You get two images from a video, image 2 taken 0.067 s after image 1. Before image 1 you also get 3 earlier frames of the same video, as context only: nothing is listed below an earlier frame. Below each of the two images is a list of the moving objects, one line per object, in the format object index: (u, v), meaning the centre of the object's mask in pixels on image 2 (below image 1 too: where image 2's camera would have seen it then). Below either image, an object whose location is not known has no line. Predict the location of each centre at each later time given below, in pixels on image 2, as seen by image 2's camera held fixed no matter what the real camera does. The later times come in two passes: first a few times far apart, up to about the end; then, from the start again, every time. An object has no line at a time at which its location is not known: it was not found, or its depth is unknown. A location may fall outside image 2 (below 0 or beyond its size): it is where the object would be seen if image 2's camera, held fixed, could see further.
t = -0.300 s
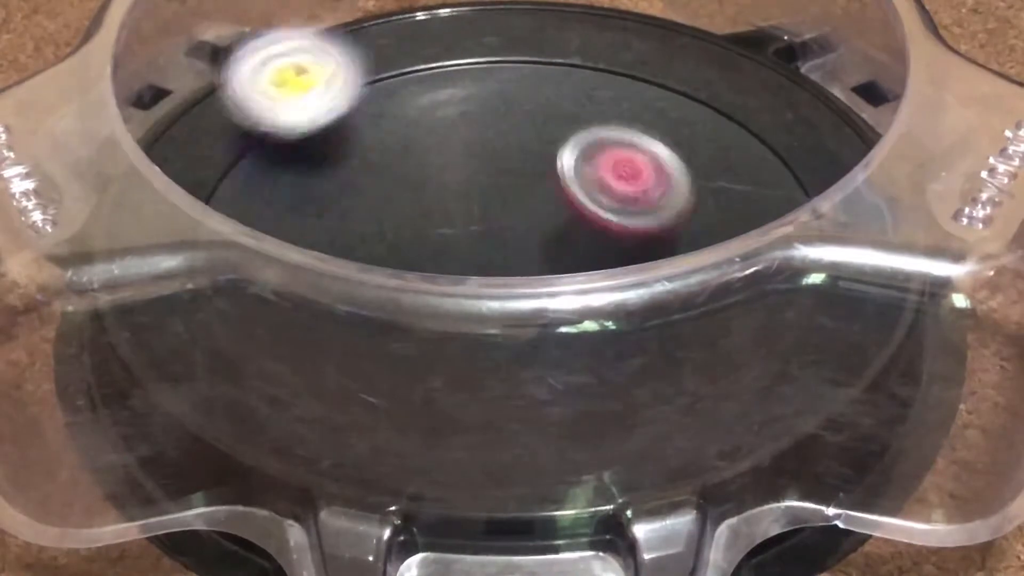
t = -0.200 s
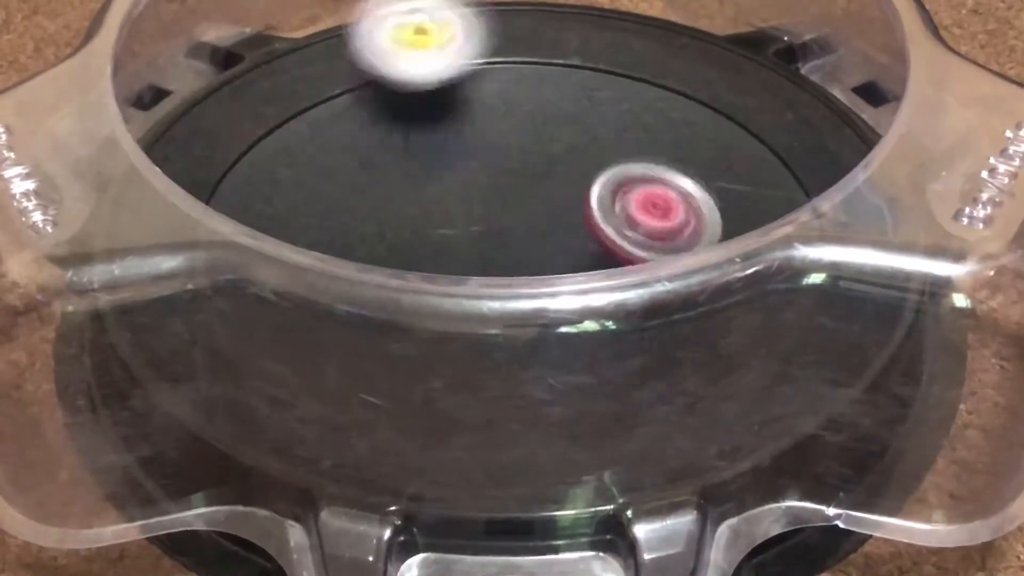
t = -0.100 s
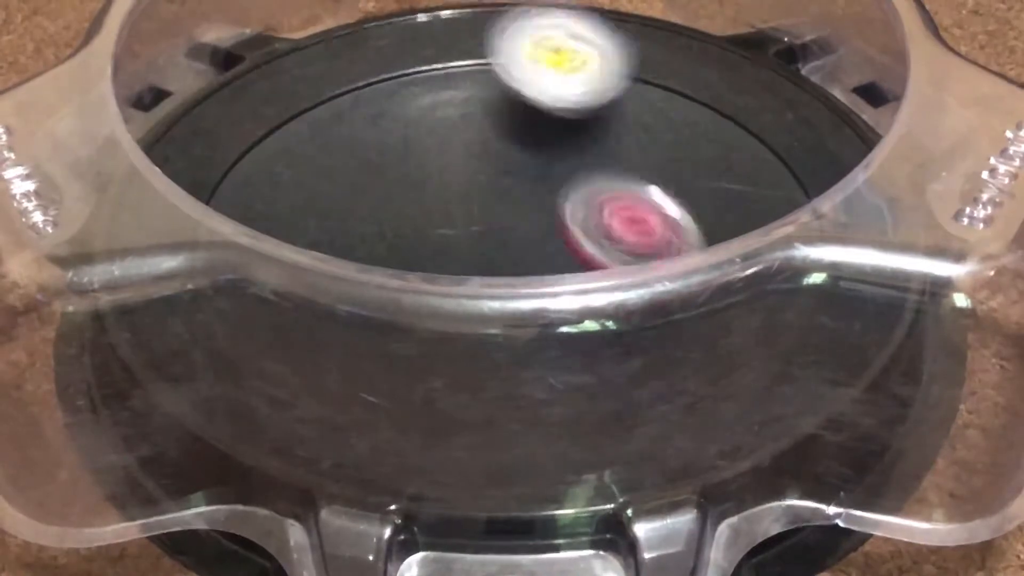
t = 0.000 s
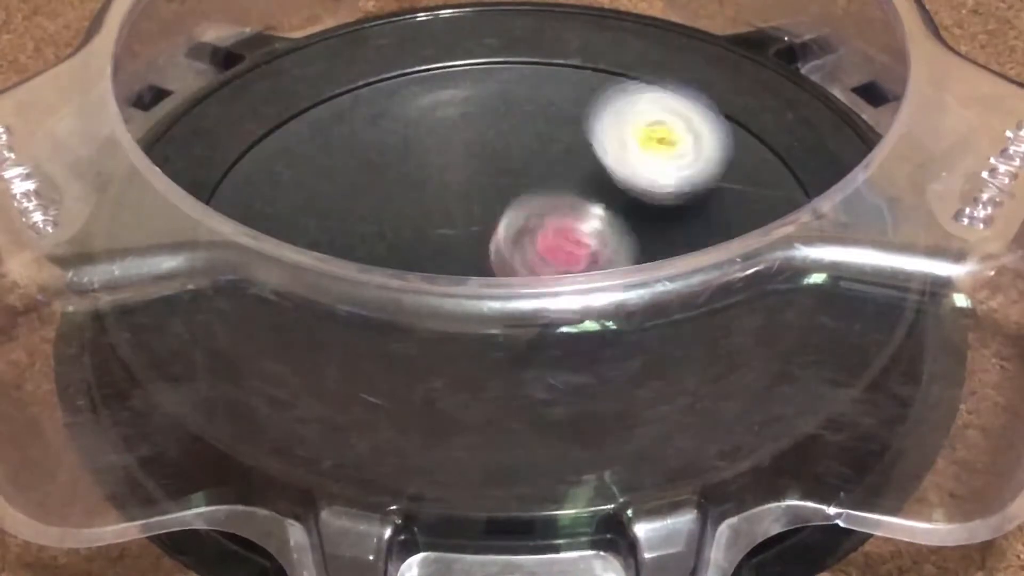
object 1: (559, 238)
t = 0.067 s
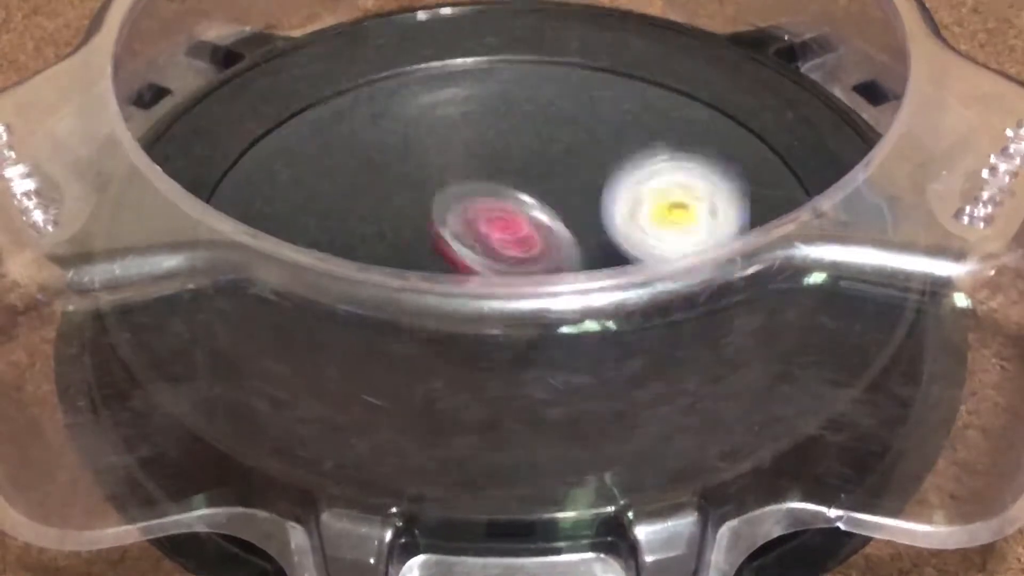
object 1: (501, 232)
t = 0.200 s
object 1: (393, 233)
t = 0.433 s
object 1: (400, 184)
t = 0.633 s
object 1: (514, 178)
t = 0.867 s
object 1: (601, 237)
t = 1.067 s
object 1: (547, 354)
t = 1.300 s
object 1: (427, 253)
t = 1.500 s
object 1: (421, 119)
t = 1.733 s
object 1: (553, 12)
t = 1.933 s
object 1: (632, 12)
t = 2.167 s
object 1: (609, 163)
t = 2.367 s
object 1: (500, 249)
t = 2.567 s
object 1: (424, 232)
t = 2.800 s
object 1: (664, 178)
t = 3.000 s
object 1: (745, 160)
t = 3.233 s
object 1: (725, 209)
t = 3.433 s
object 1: (614, 252)
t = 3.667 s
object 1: (445, 241)
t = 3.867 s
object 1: (685, 202)
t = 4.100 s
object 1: (682, 224)
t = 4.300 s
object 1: (712, 283)
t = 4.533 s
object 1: (577, 254)
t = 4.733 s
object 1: (691, 317)
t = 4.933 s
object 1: (646, 331)
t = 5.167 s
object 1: (512, 226)
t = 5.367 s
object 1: (625, 228)
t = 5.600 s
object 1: (615, 231)
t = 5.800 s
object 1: (581, 209)
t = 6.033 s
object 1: (519, 197)
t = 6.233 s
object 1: (449, 115)
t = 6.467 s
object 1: (498, 158)
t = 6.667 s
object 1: (463, 225)
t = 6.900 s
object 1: (390, 237)
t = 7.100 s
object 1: (457, 245)
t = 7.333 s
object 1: (525, 244)
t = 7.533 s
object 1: (534, 221)
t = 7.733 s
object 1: (551, 203)
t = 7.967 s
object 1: (558, 216)
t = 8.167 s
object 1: (540, 230)
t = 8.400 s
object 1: (532, 227)
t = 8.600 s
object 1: (586, 202)
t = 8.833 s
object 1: (586, 187)
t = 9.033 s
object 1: (531, 212)
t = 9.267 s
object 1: (518, 231)
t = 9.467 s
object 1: (523, 245)
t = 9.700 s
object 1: (536, 255)
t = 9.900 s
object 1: (560, 254)
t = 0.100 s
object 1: (474, 217)
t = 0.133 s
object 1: (443, 212)
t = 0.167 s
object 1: (416, 227)
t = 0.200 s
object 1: (393, 233)
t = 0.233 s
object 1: (383, 227)
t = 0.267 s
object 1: (375, 217)
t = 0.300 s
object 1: (370, 208)
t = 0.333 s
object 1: (371, 195)
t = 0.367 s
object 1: (376, 193)
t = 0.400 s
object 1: (386, 183)
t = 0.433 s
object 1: (400, 184)
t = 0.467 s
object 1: (415, 172)
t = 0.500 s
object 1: (433, 182)
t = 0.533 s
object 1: (452, 179)
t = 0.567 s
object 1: (470, 172)
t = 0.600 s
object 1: (491, 185)
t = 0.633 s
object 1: (514, 178)
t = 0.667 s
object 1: (534, 183)
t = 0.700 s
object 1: (556, 205)
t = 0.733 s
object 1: (569, 189)
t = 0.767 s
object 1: (581, 188)
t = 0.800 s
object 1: (593, 209)
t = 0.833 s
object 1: (600, 224)
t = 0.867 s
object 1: (601, 237)
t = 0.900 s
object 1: (606, 272)
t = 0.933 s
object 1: (604, 300)
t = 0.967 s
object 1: (598, 331)
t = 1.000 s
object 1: (586, 344)
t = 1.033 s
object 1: (568, 356)
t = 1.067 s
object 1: (547, 354)
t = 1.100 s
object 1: (525, 356)
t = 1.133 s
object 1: (499, 355)
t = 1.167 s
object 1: (473, 347)
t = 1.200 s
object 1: (453, 336)
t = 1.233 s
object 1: (439, 329)
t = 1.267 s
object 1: (422, 301)
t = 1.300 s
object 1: (427, 253)
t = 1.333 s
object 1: (416, 236)
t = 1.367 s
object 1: (410, 210)
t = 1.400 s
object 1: (408, 194)
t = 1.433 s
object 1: (410, 155)
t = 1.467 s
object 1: (416, 126)
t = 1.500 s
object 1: (421, 119)
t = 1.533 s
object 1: (434, 95)
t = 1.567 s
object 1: (452, 79)
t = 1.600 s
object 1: (468, 61)
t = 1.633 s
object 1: (487, 36)
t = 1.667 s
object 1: (510, 25)
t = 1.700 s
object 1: (527, 17)
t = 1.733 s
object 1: (553, 12)
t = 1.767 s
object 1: (581, 19)
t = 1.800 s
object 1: (600, 19)
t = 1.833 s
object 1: (614, 16)
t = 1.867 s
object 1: (626, 8)
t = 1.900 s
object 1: (629, 13)
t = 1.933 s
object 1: (632, 12)
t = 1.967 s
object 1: (636, 22)
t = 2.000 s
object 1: (638, 30)
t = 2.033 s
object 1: (636, 31)
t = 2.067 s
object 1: (638, 47)
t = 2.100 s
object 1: (633, 102)
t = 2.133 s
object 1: (622, 136)
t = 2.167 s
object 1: (609, 163)
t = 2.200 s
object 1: (593, 208)
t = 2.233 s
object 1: (573, 226)
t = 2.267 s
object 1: (558, 238)
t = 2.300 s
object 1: (539, 245)
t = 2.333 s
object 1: (522, 245)
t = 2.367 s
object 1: (500, 249)
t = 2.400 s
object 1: (486, 240)
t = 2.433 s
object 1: (473, 240)
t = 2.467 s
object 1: (453, 271)
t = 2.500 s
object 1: (446, 240)
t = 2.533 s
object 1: (435, 238)
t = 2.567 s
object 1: (424, 232)
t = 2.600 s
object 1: (414, 225)
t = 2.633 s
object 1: (420, 210)
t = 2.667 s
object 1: (472, 205)
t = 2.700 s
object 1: (527, 205)
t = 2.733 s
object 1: (577, 197)
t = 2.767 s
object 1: (624, 182)
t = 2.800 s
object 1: (664, 178)
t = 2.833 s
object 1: (698, 165)
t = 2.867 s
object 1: (726, 160)
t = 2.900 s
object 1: (744, 157)
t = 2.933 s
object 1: (753, 155)
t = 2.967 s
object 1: (756, 163)
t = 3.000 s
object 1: (745, 160)
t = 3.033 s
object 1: (730, 173)
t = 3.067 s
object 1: (708, 185)
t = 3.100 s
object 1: (684, 196)
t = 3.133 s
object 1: (697, 196)
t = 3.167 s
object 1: (716, 194)
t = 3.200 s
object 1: (723, 206)
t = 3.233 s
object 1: (725, 209)
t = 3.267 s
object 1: (719, 214)
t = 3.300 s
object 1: (707, 224)
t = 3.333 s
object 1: (689, 234)
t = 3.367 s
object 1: (667, 240)
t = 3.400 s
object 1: (641, 248)
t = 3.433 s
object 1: (614, 252)
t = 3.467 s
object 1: (584, 256)
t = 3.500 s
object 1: (554, 258)
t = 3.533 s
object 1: (526, 258)
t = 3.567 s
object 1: (499, 257)
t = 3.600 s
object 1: (474, 254)
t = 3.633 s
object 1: (459, 248)
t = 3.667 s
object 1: (445, 241)
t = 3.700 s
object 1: (486, 238)
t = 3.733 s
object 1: (536, 234)
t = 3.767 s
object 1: (585, 229)
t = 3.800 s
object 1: (625, 220)
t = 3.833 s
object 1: (659, 210)
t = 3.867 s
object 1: (685, 202)
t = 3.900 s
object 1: (702, 198)
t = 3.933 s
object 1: (715, 197)
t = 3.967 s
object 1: (721, 199)
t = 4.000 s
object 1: (721, 203)
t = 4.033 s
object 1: (713, 209)
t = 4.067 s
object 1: (700, 216)
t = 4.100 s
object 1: (682, 224)
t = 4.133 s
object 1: (662, 231)
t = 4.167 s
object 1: (642, 236)
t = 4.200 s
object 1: (631, 240)
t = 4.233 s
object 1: (658, 243)
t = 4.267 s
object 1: (698, 279)
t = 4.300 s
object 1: (712, 283)
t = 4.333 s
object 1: (716, 284)
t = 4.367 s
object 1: (710, 287)
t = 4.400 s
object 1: (699, 299)
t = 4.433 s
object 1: (671, 322)
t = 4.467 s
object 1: (627, 254)
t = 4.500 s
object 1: (603, 255)
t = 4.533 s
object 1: (577, 254)
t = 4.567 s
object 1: (551, 251)
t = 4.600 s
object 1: (548, 252)
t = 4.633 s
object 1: (604, 294)
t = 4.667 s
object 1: (644, 316)
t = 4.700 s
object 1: (672, 316)
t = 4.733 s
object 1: (691, 317)
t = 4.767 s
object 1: (701, 317)
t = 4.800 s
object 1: (701, 315)
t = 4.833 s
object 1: (693, 315)
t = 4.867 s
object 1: (680, 315)
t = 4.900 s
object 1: (663, 320)
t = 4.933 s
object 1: (646, 331)
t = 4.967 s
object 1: (615, 301)
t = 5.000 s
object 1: (593, 258)
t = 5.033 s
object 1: (574, 255)
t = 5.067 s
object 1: (556, 251)
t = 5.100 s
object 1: (538, 244)
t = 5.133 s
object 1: (523, 236)
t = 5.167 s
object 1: (512, 226)
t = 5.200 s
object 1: (528, 223)
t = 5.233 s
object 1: (556, 224)
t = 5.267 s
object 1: (579, 226)
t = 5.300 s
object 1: (598, 226)
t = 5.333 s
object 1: (614, 227)
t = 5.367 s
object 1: (625, 228)
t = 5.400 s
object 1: (631, 228)
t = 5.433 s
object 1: (635, 229)
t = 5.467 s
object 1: (635, 230)
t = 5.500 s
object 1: (633, 230)
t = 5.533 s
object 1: (628, 231)
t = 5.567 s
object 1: (622, 231)
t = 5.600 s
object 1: (615, 231)
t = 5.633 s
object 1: (607, 230)
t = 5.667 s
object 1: (605, 227)
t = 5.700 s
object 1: (601, 223)
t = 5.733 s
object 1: (595, 220)
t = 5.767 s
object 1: (589, 215)
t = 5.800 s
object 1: (581, 209)
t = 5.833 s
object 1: (572, 206)
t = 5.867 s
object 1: (563, 203)
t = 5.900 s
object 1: (554, 199)
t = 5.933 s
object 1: (544, 199)
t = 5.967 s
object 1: (535, 199)
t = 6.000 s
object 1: (527, 198)
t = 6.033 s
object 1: (519, 197)
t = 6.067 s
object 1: (508, 194)
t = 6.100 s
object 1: (488, 175)
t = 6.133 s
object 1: (475, 154)
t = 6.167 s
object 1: (461, 136)
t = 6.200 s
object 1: (452, 123)
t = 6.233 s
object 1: (449, 115)
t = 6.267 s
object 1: (447, 112)
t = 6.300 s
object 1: (449, 117)
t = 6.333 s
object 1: (454, 120)
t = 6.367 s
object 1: (465, 127)
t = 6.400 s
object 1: (477, 138)
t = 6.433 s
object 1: (487, 146)
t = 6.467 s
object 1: (498, 158)
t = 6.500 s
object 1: (508, 172)
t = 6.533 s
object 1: (516, 181)
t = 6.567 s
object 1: (521, 194)
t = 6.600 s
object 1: (522, 210)
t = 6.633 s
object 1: (492, 215)
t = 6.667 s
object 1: (463, 225)
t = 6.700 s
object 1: (434, 234)
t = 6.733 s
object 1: (414, 234)
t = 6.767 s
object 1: (401, 239)
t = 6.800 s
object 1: (393, 235)
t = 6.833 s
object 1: (388, 238)
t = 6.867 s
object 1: (387, 236)
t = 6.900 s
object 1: (390, 237)
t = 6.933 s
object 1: (395, 238)
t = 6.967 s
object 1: (404, 237)
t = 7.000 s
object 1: (416, 240)
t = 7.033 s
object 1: (425, 240)
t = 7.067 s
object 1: (443, 243)
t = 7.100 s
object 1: (457, 245)
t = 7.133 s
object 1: (467, 247)
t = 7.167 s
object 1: (479, 248)
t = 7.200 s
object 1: (489, 249)
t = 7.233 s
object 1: (499, 249)
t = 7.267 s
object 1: (509, 248)
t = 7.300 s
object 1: (517, 246)
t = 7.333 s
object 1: (525, 244)
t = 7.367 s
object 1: (530, 241)
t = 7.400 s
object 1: (534, 239)
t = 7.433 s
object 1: (535, 233)
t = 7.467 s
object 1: (537, 230)
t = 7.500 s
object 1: (535, 225)
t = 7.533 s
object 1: (534, 221)
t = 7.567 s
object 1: (530, 215)
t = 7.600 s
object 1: (530, 212)
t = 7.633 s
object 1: (529, 208)
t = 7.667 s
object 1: (535, 205)
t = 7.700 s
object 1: (543, 204)
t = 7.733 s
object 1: (551, 203)
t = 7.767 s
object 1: (556, 204)
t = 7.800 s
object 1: (561, 203)
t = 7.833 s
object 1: (561, 207)
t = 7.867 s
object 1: (563, 208)
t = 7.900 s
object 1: (562, 212)
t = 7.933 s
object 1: (560, 215)
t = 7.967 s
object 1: (558, 216)
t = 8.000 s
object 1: (554, 220)
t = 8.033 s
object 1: (553, 220)
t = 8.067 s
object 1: (548, 223)
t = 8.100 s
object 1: (547, 226)
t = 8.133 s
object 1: (542, 227)
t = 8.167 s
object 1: (540, 230)
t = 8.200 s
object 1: (536, 229)
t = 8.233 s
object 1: (533, 232)
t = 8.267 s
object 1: (530, 232)
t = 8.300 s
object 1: (527, 230)
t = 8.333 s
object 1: (523, 233)
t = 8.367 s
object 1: (526, 227)
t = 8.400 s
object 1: (532, 227)
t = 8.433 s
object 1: (537, 227)
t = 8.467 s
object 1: (539, 218)
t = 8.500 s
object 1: (545, 219)
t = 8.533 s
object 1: (562, 212)
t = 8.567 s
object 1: (576, 204)
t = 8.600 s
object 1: (586, 202)
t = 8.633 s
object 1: (592, 198)
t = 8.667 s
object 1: (595, 190)
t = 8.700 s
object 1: (598, 187)
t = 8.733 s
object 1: (596, 189)
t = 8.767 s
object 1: (592, 188)
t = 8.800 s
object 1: (589, 185)
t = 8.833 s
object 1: (586, 187)
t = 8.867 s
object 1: (577, 194)
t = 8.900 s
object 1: (568, 196)
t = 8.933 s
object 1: (562, 199)
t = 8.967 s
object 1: (554, 203)
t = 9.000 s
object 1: (543, 209)
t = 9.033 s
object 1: (531, 212)
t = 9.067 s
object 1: (525, 212)
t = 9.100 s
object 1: (521, 215)
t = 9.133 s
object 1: (520, 221)
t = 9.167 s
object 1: (521, 224)
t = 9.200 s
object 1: (521, 227)
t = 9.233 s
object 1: (519, 228)
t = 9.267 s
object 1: (518, 231)
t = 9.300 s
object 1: (521, 235)
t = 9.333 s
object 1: (524, 237)
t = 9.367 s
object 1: (527, 238)
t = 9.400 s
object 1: (527, 241)
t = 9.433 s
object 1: (526, 242)
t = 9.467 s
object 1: (523, 245)
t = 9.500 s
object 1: (520, 248)
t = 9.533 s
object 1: (521, 251)
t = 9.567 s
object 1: (519, 252)
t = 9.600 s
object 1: (527, 255)
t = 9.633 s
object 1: (530, 254)
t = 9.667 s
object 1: (535, 255)
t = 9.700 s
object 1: (536, 255)
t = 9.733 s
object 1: (542, 256)
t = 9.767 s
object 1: (550, 255)
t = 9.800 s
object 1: (554, 256)
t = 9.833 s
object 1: (560, 255)
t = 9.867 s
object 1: (559, 255)
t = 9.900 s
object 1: (560, 254)
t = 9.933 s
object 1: (561, 253)
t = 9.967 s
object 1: (561, 253)
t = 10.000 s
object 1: (560, 253)
